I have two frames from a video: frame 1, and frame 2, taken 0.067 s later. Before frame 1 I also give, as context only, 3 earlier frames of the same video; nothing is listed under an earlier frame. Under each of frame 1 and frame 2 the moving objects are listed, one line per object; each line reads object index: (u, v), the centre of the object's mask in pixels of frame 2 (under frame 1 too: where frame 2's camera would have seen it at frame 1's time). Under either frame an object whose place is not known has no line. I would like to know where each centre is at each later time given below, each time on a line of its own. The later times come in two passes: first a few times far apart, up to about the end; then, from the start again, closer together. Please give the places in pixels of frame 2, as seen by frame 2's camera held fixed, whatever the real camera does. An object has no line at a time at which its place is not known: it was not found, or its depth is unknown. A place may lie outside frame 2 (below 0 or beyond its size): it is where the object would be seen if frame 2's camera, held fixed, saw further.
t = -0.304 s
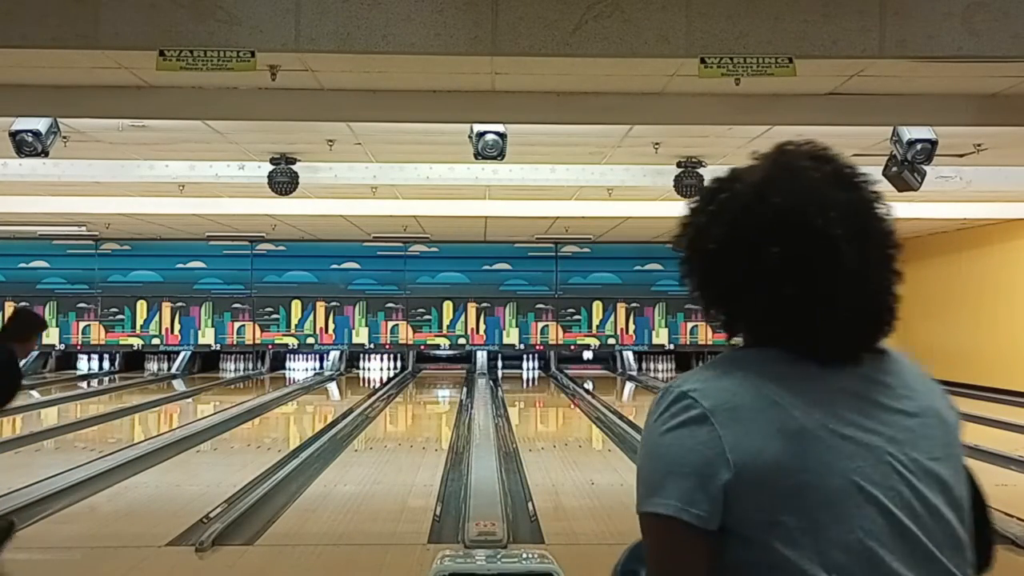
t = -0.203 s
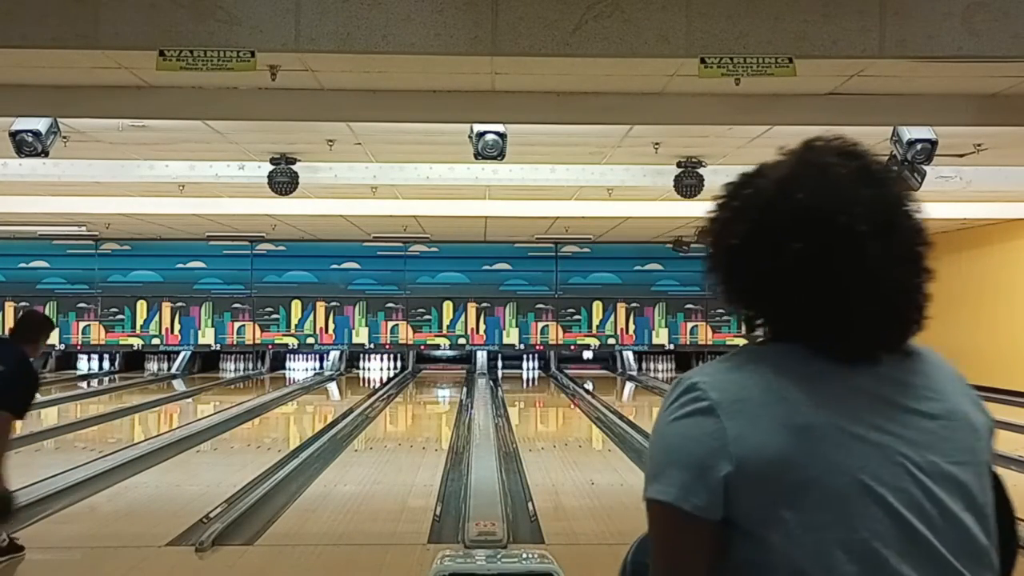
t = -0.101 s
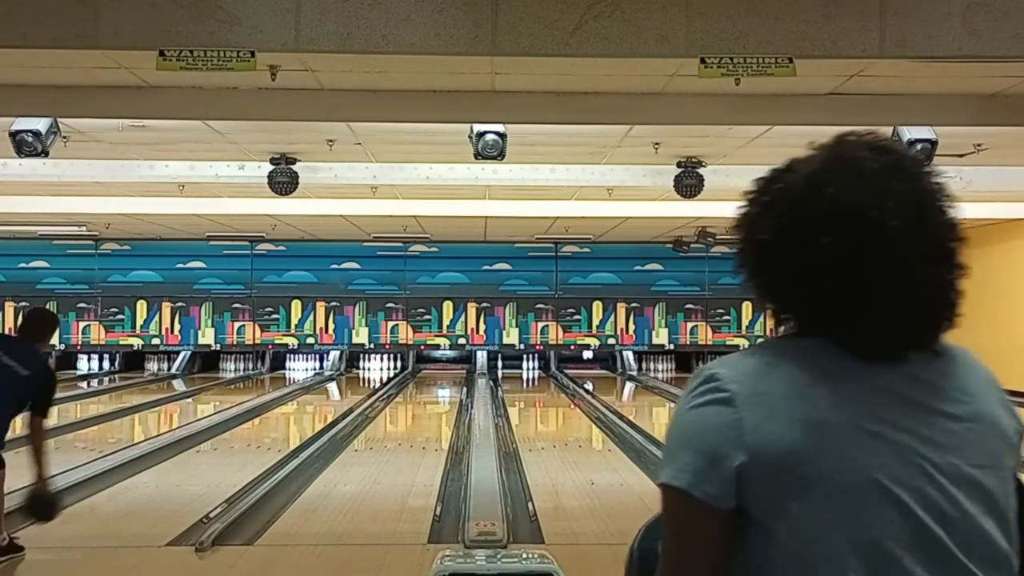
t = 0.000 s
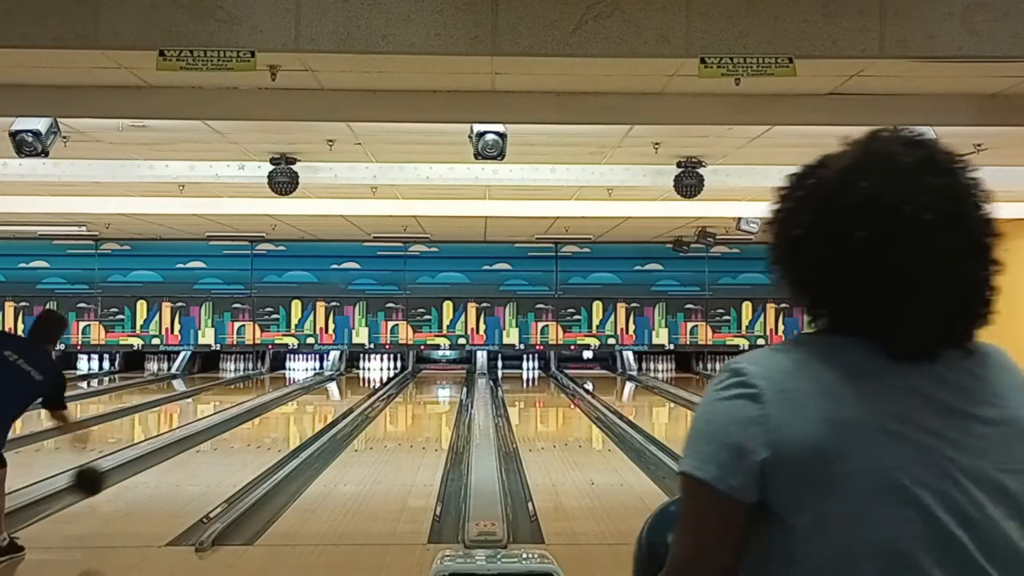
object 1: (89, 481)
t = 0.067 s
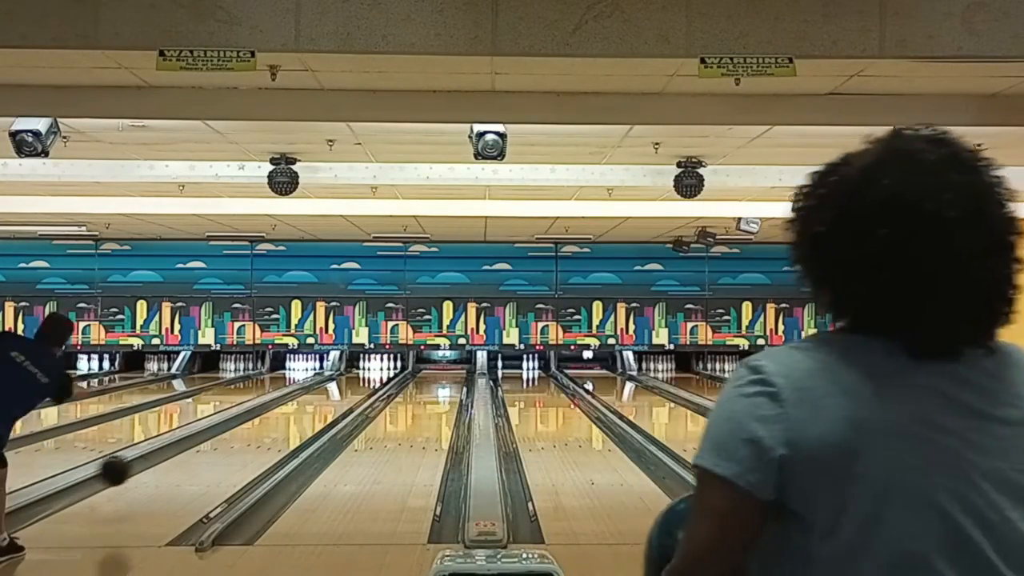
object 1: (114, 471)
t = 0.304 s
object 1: (183, 466)
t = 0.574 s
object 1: (233, 439)
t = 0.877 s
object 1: (272, 418)
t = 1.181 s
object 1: (300, 403)
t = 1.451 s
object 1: (318, 393)
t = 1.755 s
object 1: (335, 384)
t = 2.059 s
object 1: (347, 377)
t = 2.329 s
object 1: (355, 373)
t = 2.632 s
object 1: (364, 367)
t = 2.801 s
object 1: (363, 365)
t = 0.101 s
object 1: (126, 469)
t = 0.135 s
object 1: (137, 469)
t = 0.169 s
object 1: (146, 470)
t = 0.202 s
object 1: (157, 473)
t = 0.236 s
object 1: (165, 475)
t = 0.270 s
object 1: (174, 470)
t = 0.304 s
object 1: (183, 466)
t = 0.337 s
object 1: (190, 463)
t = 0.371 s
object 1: (197, 459)
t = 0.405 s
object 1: (204, 455)
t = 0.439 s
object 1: (211, 452)
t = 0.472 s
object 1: (217, 449)
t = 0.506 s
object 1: (222, 446)
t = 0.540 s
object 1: (228, 443)
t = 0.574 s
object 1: (233, 439)
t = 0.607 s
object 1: (239, 437)
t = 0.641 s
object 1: (243, 434)
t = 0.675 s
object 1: (248, 431)
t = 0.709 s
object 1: (252, 429)
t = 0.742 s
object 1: (257, 427)
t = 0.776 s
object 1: (261, 424)
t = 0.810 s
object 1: (265, 422)
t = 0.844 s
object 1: (268, 420)
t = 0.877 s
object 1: (272, 418)
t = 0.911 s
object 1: (276, 416)
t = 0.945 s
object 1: (279, 415)
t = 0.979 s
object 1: (283, 413)
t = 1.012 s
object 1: (286, 411)
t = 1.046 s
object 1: (289, 410)
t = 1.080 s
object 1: (292, 408)
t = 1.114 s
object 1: (295, 406)
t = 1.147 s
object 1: (297, 405)
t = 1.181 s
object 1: (300, 403)
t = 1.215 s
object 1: (302, 402)
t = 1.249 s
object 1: (305, 400)
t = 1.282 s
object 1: (308, 399)
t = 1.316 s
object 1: (310, 398)
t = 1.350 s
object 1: (312, 396)
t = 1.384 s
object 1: (314, 395)
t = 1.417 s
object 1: (316, 394)
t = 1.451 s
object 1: (318, 393)
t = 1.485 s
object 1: (321, 392)
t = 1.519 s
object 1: (323, 392)
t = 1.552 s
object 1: (324, 390)
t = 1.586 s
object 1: (326, 389)
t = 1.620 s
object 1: (328, 388)
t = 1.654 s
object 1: (329, 387)
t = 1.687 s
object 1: (332, 386)
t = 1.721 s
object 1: (333, 385)
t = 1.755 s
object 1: (335, 384)
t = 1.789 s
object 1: (336, 383)
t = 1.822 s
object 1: (337, 382)
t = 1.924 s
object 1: (342, 380)
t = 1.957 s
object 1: (343, 379)
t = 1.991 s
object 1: (344, 378)
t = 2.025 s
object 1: (346, 378)
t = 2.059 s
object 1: (347, 377)
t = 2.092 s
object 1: (348, 376)
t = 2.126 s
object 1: (349, 375)
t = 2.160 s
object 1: (352, 376)
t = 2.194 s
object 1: (352, 374)
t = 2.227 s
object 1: (353, 374)
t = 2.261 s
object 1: (354, 374)
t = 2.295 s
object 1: (354, 373)
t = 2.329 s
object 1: (355, 373)
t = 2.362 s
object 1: (357, 372)
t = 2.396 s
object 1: (358, 371)
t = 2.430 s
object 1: (359, 370)
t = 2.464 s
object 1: (360, 370)
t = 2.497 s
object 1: (361, 369)
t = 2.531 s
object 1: (362, 369)
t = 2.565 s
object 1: (362, 368)
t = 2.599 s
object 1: (364, 369)
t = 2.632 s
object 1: (364, 367)
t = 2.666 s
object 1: (365, 367)
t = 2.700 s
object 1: (365, 367)
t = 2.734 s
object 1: (365, 366)
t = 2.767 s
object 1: (364, 366)
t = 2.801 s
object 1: (363, 365)
